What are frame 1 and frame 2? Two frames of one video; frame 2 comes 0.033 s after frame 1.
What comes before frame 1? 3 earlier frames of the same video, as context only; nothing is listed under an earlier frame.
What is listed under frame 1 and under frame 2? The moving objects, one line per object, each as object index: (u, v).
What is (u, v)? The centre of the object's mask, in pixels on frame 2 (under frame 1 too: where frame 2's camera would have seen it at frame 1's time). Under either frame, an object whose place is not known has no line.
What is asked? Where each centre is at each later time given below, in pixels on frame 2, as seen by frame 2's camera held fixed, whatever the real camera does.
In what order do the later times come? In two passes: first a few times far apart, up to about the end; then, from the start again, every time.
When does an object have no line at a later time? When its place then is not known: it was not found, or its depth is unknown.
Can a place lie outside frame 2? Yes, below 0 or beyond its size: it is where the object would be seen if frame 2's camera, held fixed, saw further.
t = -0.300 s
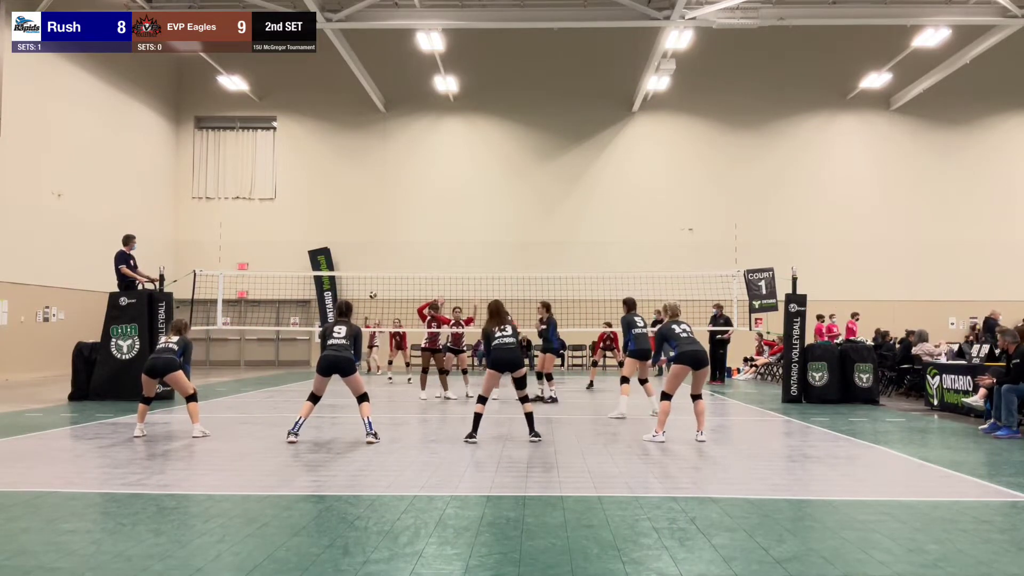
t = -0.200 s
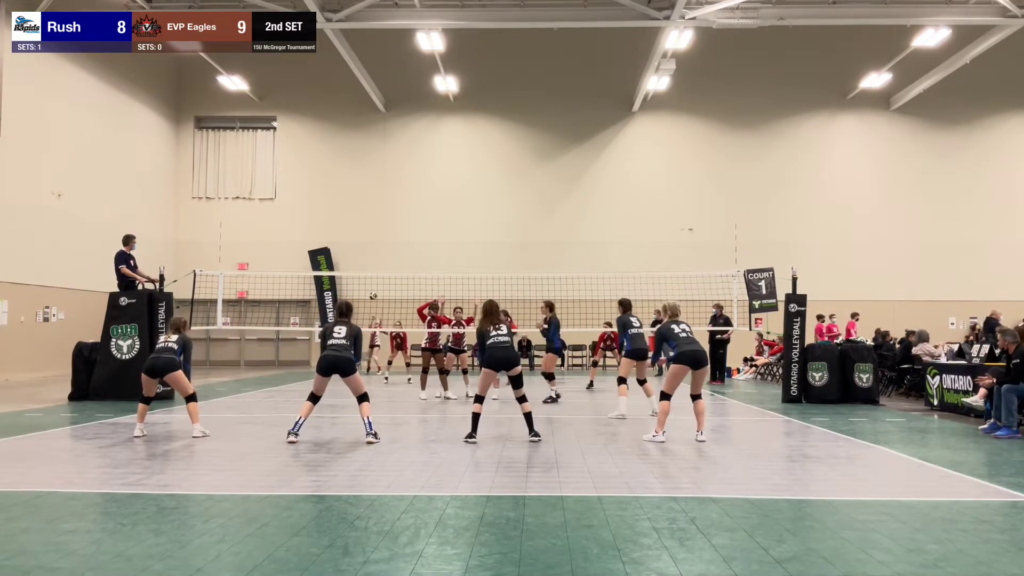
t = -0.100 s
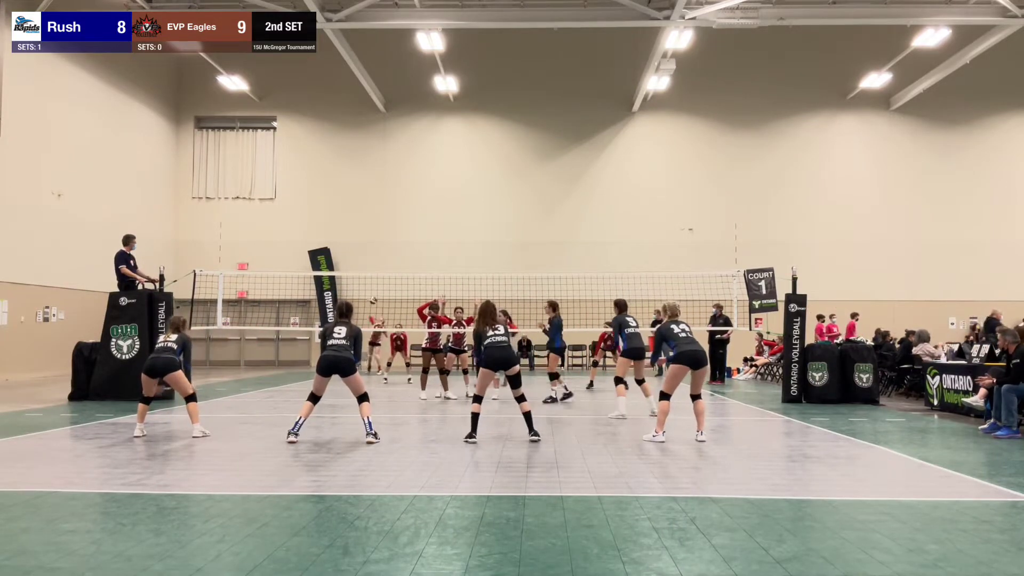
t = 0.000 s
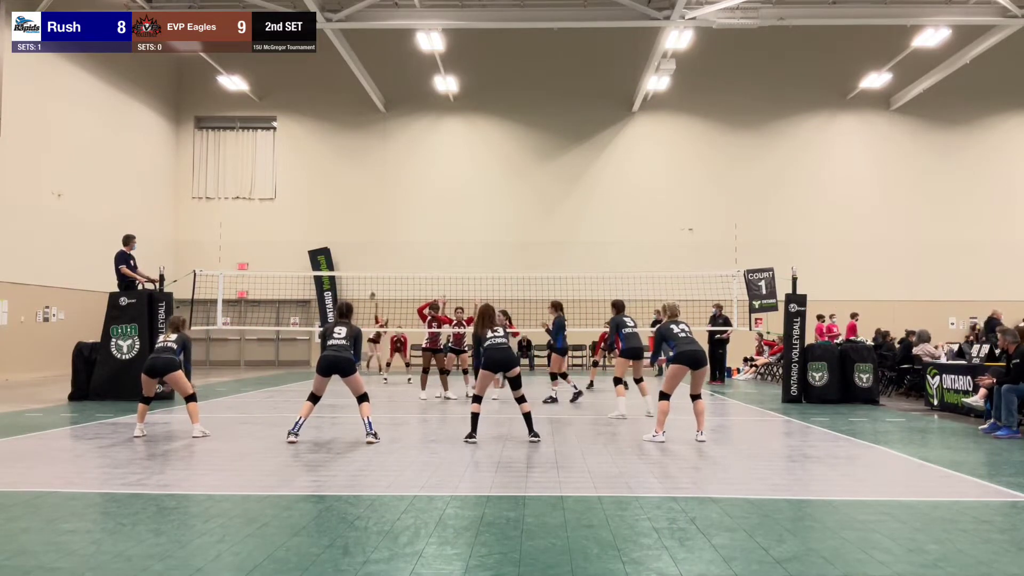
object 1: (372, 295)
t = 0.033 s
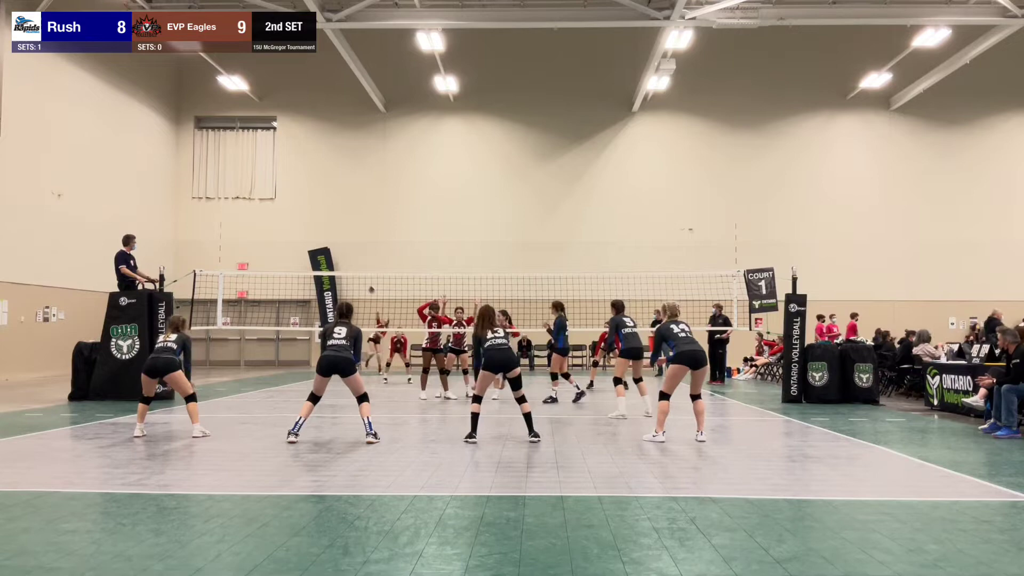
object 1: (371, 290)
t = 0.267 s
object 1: (367, 253)
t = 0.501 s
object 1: (364, 228)
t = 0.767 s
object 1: (359, 223)
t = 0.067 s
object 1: (370, 284)
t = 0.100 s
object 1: (369, 279)
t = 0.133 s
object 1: (370, 270)
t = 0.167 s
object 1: (368, 267)
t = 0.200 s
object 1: (368, 262)
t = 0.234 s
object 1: (367, 257)
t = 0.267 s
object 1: (367, 253)
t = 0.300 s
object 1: (366, 248)
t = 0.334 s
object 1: (366, 244)
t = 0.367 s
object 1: (365, 241)
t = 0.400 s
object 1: (365, 237)
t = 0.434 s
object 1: (365, 234)
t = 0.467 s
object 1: (364, 231)
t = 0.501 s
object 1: (364, 228)
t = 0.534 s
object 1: (363, 226)
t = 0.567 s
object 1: (363, 224)
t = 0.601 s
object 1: (362, 223)
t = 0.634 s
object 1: (362, 222)
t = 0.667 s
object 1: (361, 222)
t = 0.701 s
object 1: (360, 222)
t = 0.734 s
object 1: (360, 222)
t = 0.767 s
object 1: (359, 223)
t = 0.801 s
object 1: (357, 225)
